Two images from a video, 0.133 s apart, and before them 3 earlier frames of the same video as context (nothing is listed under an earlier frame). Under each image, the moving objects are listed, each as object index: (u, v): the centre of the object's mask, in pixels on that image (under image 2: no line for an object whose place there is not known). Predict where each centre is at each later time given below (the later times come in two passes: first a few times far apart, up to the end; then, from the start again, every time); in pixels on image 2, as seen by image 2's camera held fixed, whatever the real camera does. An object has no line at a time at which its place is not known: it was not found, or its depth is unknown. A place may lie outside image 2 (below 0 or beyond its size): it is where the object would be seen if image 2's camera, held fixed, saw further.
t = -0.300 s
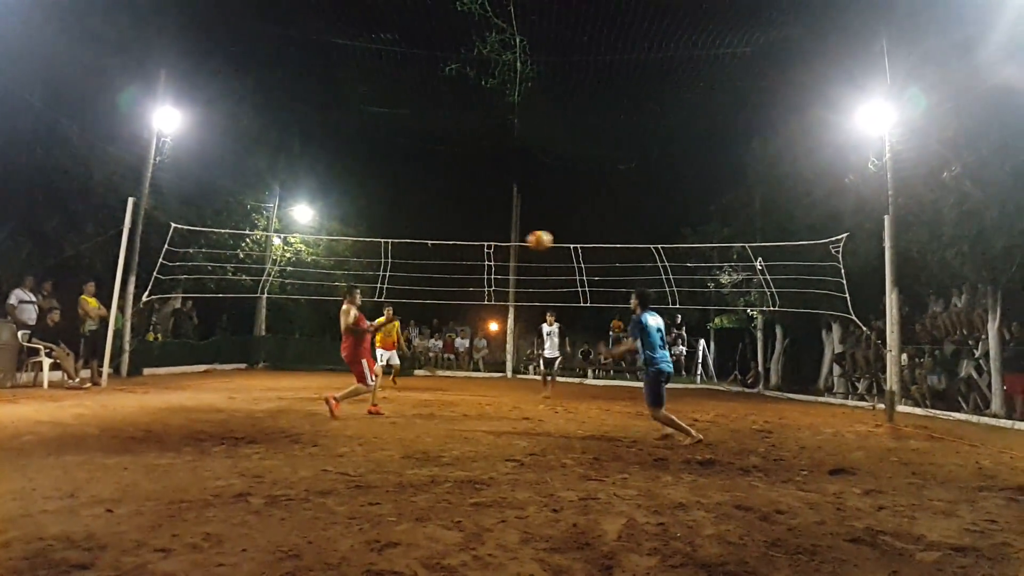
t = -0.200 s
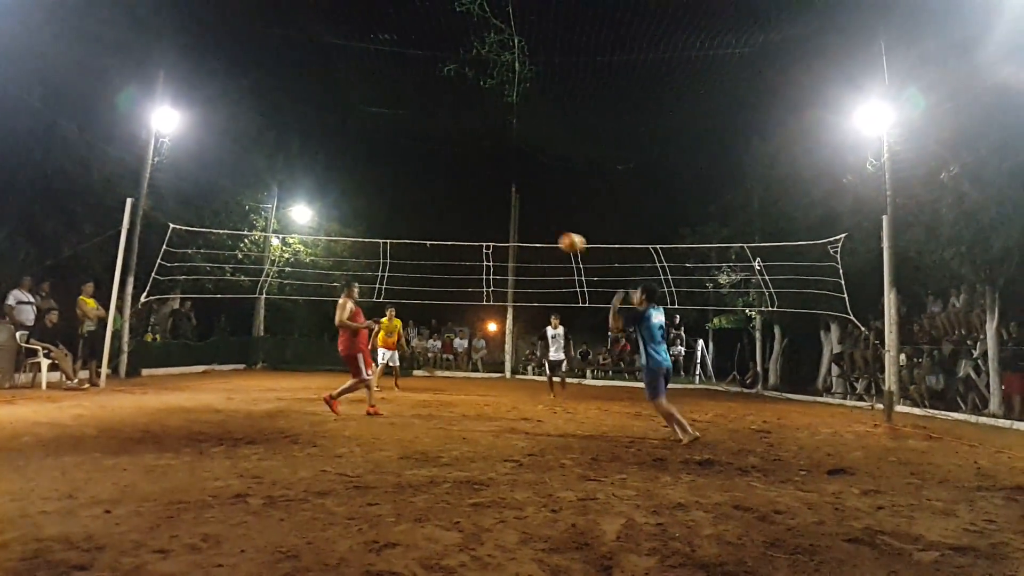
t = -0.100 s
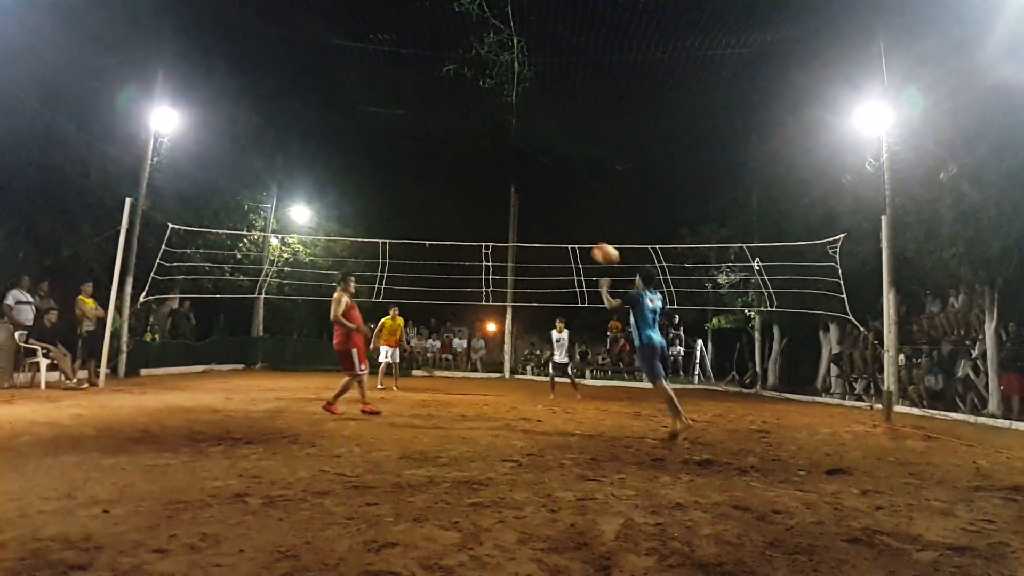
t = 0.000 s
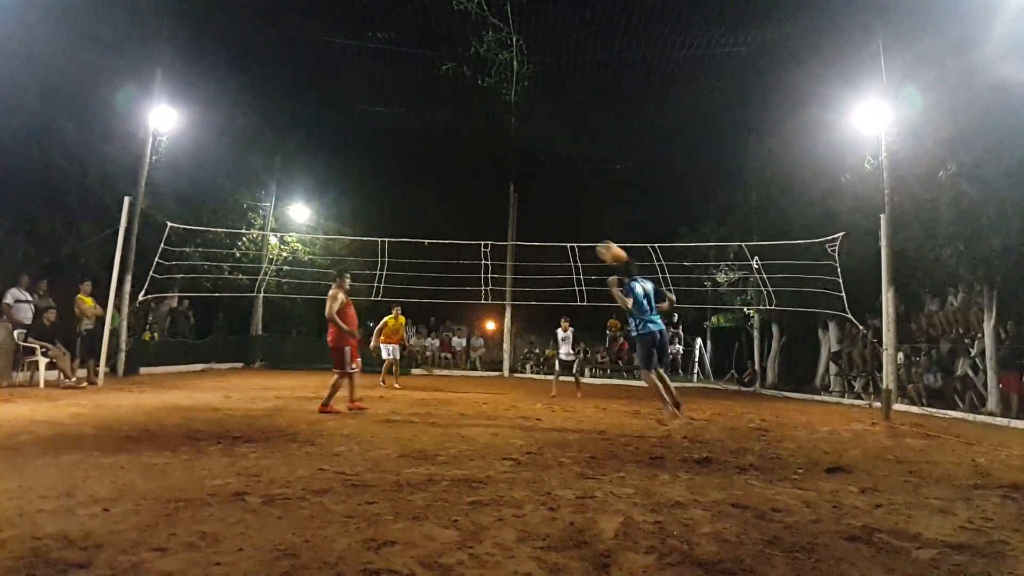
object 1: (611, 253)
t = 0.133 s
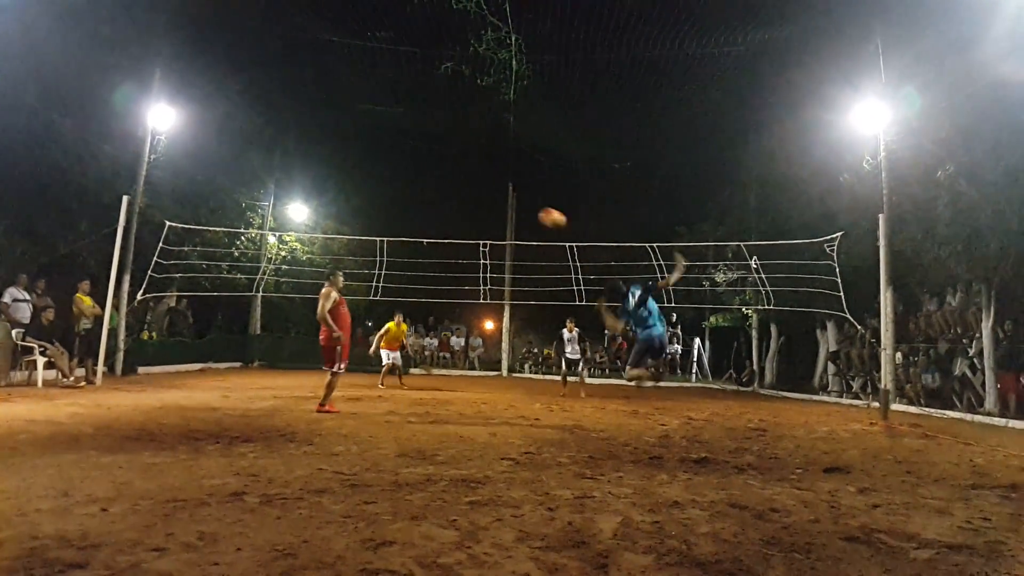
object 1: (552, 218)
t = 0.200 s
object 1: (527, 207)
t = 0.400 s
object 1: (461, 197)
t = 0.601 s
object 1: (409, 212)
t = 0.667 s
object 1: (394, 222)
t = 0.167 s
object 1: (539, 212)
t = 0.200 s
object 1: (527, 207)
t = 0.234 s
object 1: (514, 203)
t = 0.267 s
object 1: (503, 200)
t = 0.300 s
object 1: (492, 198)
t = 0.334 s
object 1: (481, 197)
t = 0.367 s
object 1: (471, 196)
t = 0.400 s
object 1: (461, 197)
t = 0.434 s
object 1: (452, 197)
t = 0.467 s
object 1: (443, 199)
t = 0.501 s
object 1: (434, 202)
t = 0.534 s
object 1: (425, 205)
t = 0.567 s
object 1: (417, 208)
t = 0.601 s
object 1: (409, 212)
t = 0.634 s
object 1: (401, 217)
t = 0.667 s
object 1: (394, 222)
